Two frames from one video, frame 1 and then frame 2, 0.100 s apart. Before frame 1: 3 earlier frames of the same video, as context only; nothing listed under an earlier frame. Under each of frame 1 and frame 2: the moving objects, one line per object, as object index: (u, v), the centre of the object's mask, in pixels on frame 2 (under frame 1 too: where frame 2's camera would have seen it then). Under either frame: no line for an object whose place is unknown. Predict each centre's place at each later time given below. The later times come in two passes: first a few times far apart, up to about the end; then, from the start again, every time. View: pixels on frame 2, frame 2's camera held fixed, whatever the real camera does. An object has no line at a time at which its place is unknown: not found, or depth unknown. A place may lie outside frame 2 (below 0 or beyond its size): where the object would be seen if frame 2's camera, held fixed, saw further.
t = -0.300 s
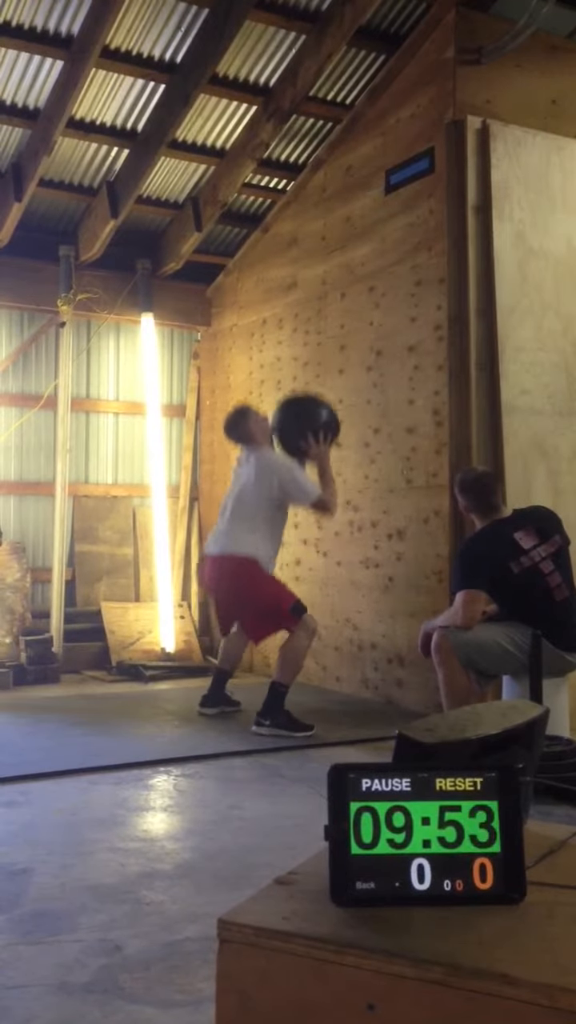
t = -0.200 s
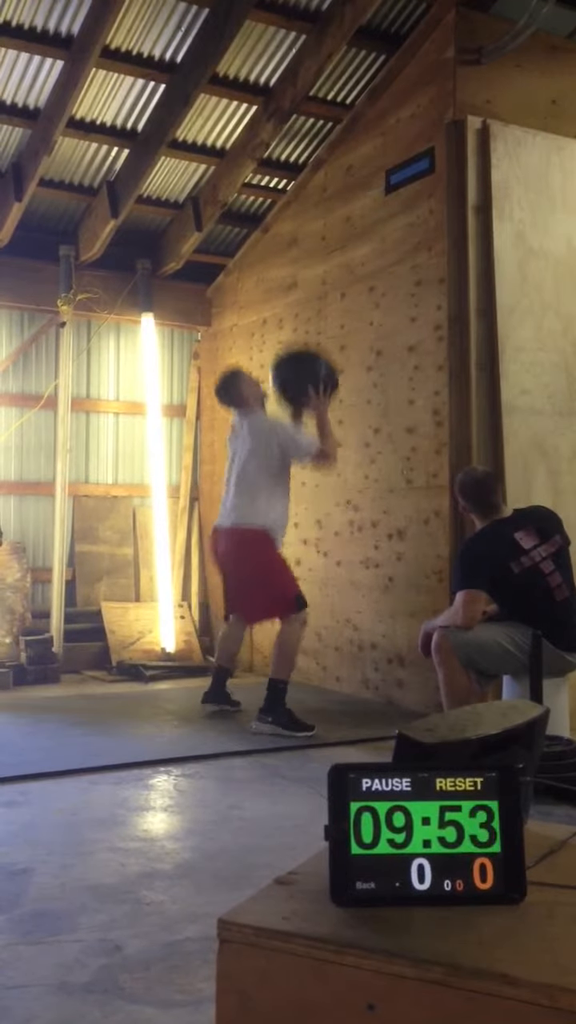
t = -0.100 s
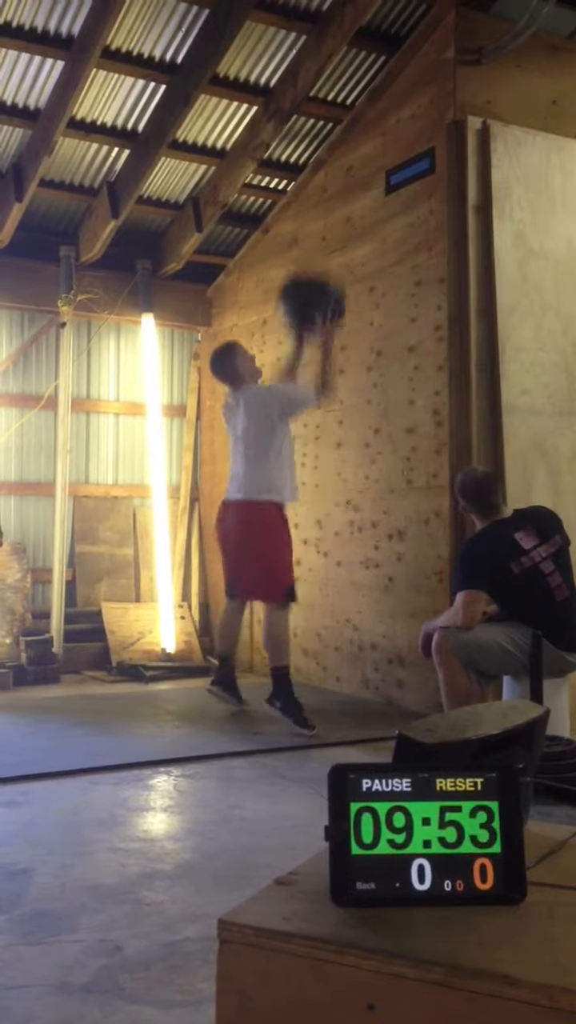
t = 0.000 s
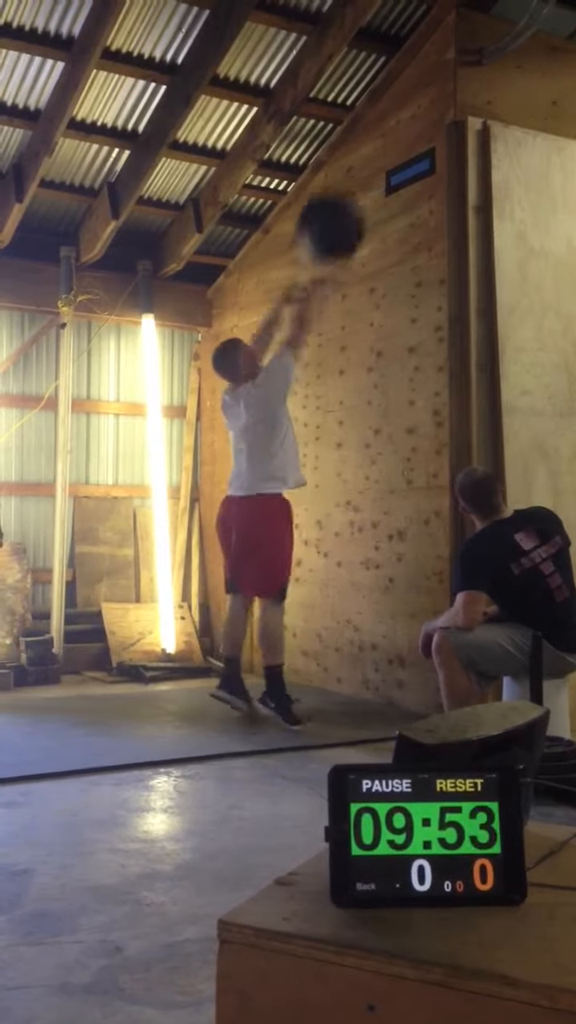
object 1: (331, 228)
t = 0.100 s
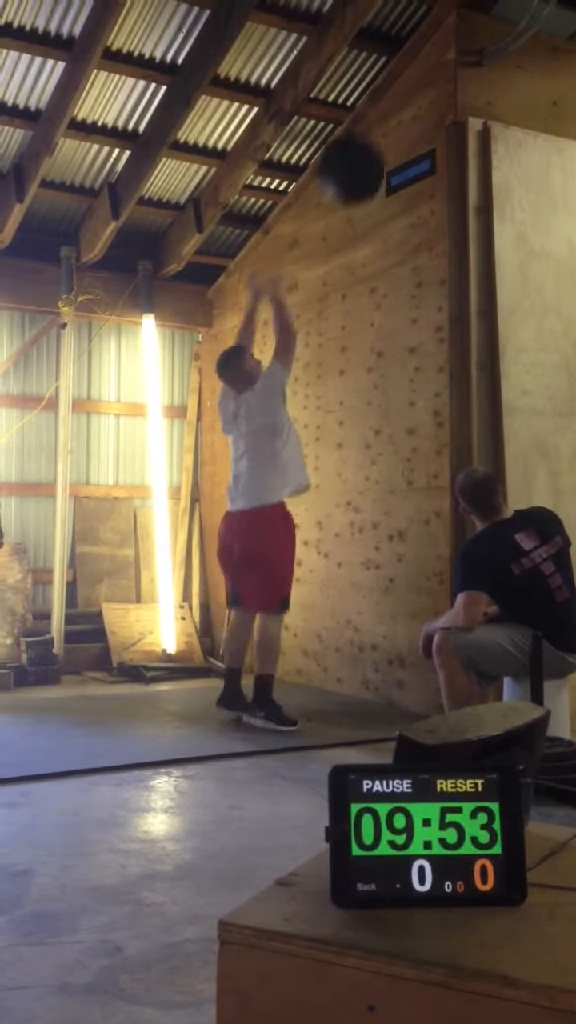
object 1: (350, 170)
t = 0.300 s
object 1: (388, 111)
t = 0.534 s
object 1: (371, 123)
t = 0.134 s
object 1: (357, 154)
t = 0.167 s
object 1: (363, 142)
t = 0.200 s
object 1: (372, 130)
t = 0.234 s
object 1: (376, 121)
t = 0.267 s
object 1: (382, 115)
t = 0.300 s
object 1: (388, 111)
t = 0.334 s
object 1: (390, 108)
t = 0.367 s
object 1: (390, 106)
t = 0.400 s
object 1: (388, 105)
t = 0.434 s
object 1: (382, 107)
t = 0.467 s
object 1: (378, 110)
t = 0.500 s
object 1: (374, 115)
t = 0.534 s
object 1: (371, 123)
